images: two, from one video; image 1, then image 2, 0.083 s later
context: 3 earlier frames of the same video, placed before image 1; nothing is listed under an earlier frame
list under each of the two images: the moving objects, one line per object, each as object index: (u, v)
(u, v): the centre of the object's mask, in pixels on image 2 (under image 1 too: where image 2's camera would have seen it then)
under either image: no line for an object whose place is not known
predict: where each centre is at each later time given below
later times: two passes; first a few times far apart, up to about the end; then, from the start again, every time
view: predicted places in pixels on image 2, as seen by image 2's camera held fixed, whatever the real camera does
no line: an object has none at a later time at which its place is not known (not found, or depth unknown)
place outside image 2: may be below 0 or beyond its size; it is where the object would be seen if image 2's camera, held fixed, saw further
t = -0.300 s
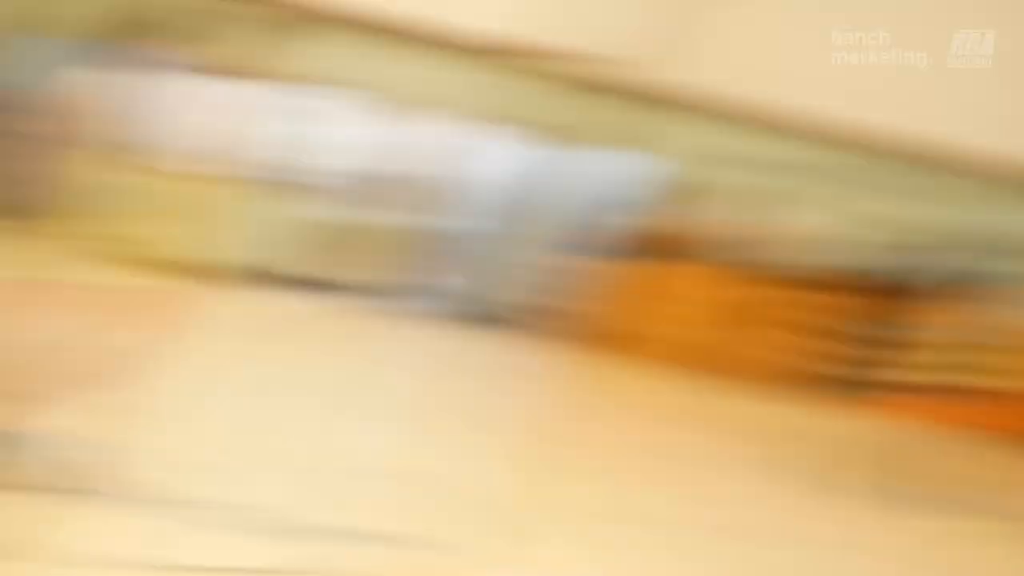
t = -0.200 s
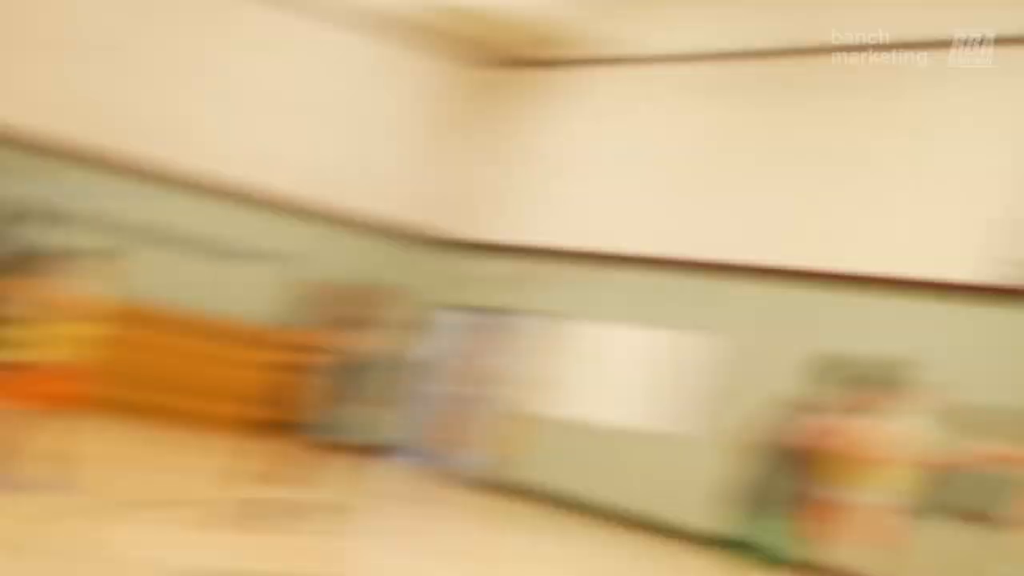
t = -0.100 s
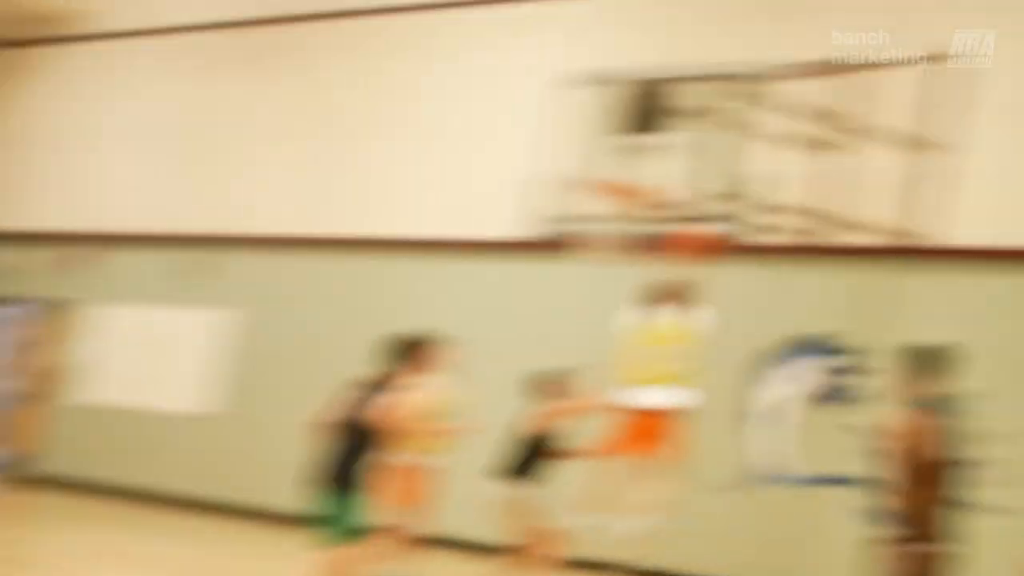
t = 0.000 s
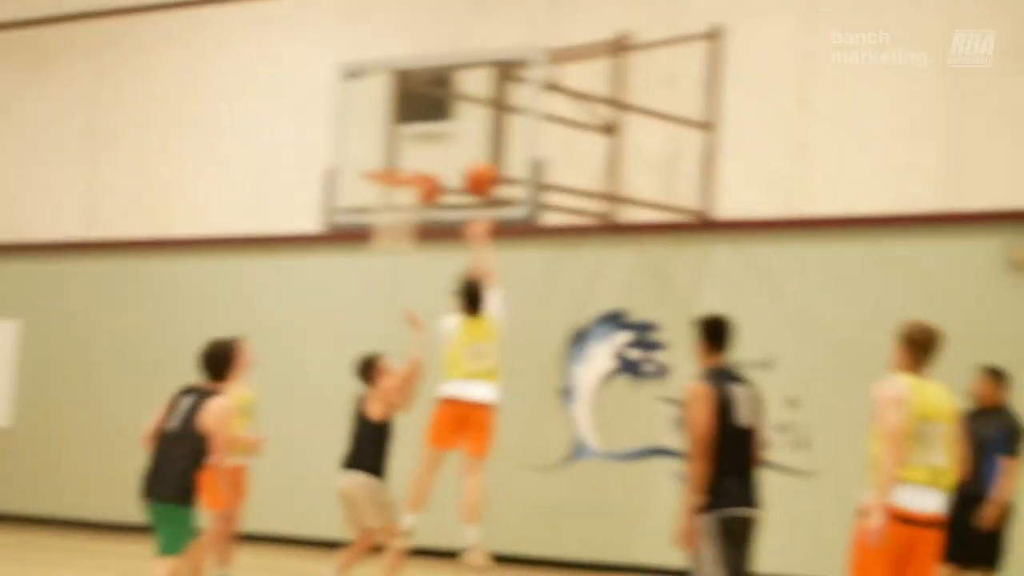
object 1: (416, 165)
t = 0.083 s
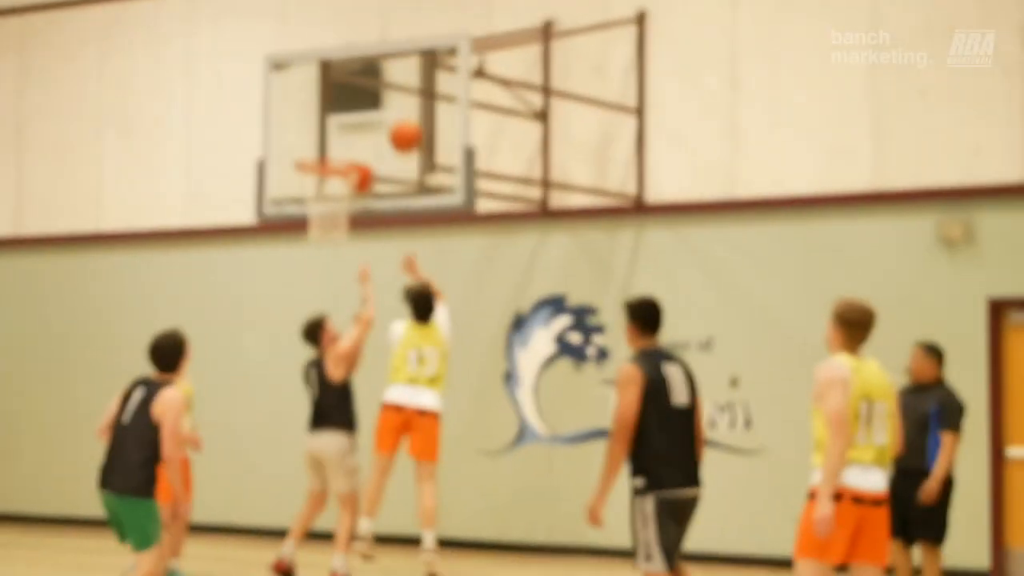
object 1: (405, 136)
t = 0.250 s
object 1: (372, 111)
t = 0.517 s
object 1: (315, 157)
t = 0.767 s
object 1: (331, 259)
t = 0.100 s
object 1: (404, 131)
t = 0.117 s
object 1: (402, 126)
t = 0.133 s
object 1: (399, 121)
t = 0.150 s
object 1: (397, 118)
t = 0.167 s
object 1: (393, 116)
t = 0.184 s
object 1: (389, 115)
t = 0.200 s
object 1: (385, 113)
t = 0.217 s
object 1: (380, 112)
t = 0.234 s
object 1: (377, 111)
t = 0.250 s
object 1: (372, 111)
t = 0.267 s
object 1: (368, 112)
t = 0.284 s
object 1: (365, 114)
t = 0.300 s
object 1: (362, 116)
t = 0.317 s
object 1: (358, 117)
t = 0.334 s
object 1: (353, 118)
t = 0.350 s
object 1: (349, 120)
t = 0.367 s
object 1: (345, 122)
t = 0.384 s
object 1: (342, 125)
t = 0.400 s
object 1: (338, 130)
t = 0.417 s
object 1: (335, 134)
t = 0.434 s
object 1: (331, 139)
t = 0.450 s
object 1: (327, 143)
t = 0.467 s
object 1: (323, 147)
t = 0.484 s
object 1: (319, 151)
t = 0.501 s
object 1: (315, 153)
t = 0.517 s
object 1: (315, 157)
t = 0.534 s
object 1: (314, 170)
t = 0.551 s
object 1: (315, 176)
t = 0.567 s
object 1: (317, 179)
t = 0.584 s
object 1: (319, 186)
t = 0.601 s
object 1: (320, 192)
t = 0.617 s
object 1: (320, 198)
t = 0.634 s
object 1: (324, 208)
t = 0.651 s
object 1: (324, 214)
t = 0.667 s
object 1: (325, 219)
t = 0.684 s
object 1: (326, 226)
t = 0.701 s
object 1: (328, 236)
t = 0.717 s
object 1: (327, 239)
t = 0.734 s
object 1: (328, 245)
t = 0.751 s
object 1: (329, 251)
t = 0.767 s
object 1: (331, 259)
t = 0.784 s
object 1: (331, 266)
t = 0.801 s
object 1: (332, 274)
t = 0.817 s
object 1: (333, 283)
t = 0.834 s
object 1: (334, 292)
